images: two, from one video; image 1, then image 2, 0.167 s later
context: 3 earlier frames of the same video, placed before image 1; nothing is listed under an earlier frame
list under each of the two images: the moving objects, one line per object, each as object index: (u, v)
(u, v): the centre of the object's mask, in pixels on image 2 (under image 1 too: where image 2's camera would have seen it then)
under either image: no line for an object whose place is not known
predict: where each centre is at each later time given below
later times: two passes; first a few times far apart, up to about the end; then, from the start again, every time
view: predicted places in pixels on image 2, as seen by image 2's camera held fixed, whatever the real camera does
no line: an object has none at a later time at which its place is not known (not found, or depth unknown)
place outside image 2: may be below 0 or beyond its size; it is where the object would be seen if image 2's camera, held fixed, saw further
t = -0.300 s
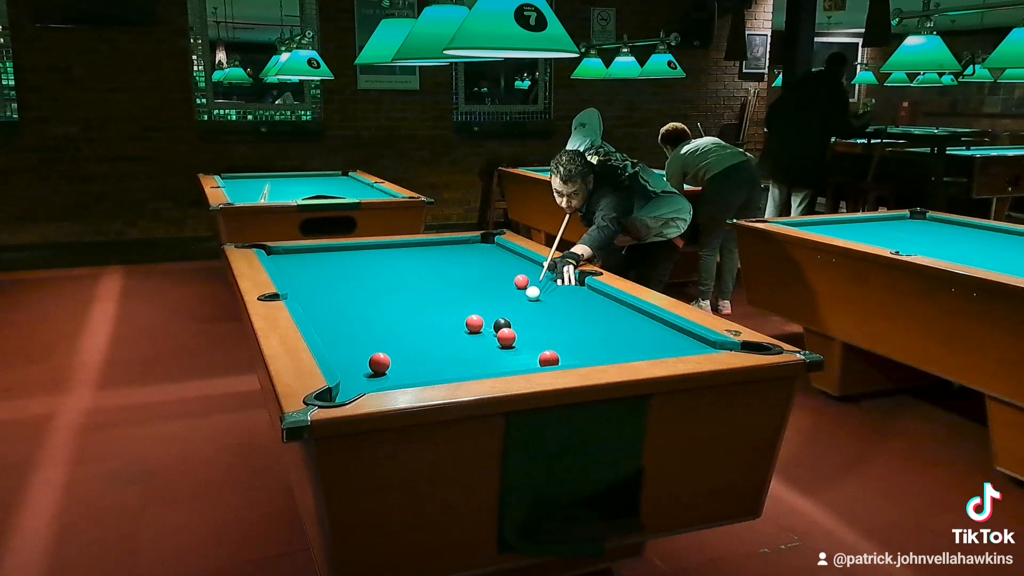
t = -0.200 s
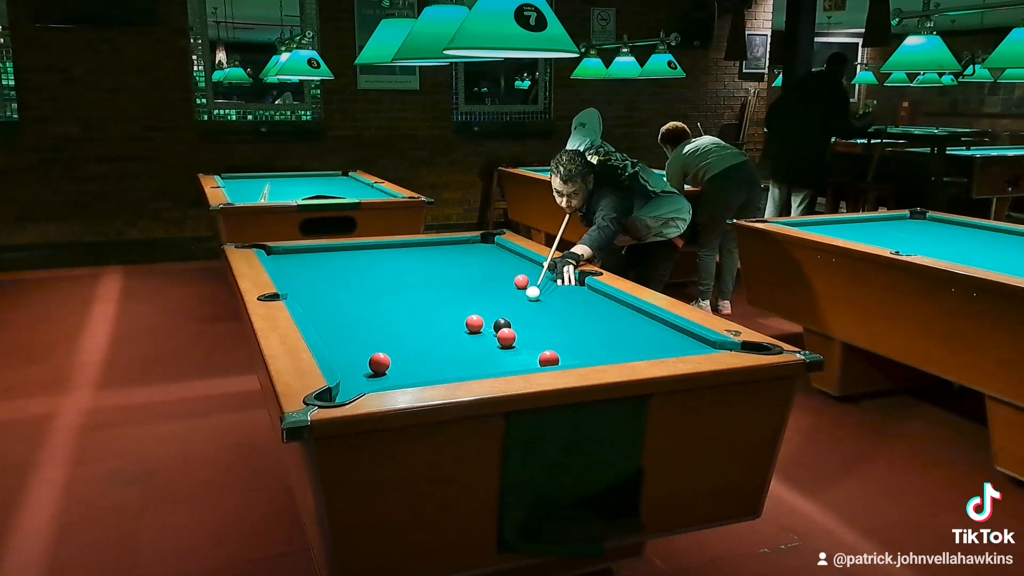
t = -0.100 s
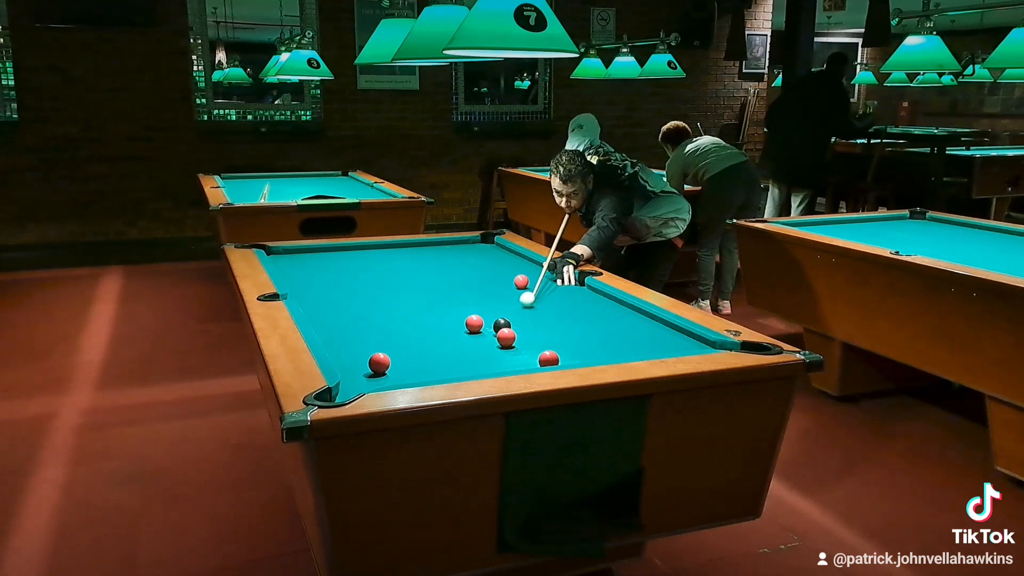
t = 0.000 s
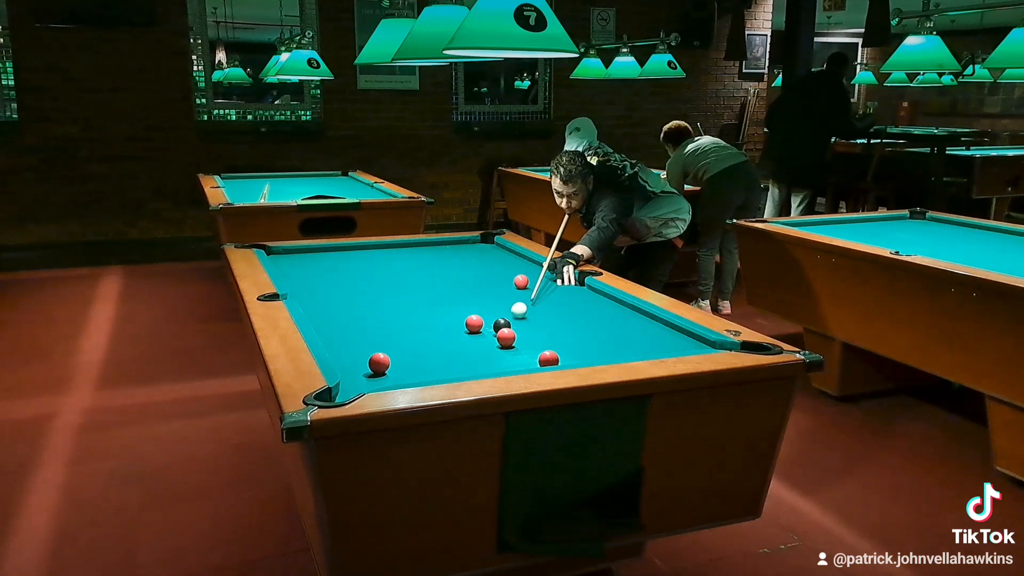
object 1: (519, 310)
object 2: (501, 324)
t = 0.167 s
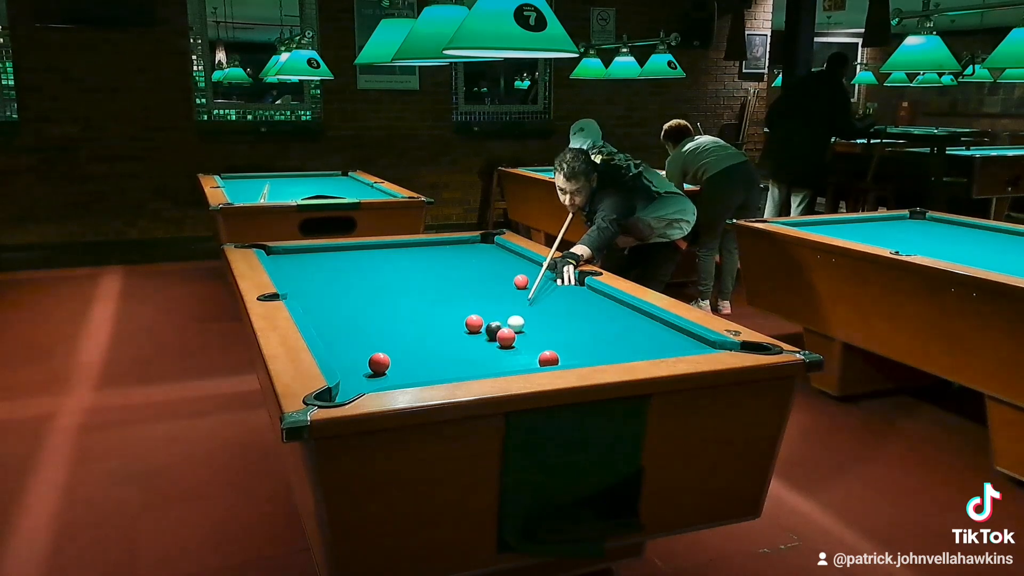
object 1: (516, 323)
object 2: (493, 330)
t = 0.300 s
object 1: (527, 327)
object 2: (475, 340)
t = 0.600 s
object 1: (553, 337)
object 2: (433, 361)
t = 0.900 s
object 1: (579, 347)
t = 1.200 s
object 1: (605, 354)
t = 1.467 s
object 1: (615, 354)
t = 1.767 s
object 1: (614, 350)
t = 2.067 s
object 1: (614, 344)
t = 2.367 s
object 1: (613, 339)
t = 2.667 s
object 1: (613, 336)
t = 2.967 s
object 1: (614, 333)
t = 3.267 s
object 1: (614, 332)
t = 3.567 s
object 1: (614, 331)
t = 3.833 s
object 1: (614, 331)
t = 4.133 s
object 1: (614, 331)
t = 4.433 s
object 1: (614, 331)
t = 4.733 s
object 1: (614, 331)
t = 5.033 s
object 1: (614, 331)
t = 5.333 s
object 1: (614, 331)
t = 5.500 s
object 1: (614, 331)
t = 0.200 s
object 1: (519, 324)
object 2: (488, 333)
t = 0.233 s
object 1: (522, 325)
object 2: (484, 336)
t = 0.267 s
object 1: (525, 326)
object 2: (480, 338)
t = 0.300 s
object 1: (527, 327)
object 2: (475, 340)
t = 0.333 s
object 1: (530, 328)
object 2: (471, 342)
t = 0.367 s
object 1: (533, 329)
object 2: (466, 345)
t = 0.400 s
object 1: (536, 330)
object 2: (462, 346)
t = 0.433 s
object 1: (539, 331)
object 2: (457, 348)
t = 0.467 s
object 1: (542, 333)
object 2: (452, 351)
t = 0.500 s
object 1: (544, 334)
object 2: (448, 353)
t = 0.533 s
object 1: (547, 335)
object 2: (443, 356)
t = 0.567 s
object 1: (550, 336)
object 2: (438, 358)
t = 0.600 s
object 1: (553, 337)
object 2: (433, 361)
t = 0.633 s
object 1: (556, 338)
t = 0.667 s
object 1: (559, 339)
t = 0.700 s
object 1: (562, 340)
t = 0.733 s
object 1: (565, 341)
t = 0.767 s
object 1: (568, 342)
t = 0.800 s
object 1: (571, 344)
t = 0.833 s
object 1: (574, 345)
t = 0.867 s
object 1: (577, 346)
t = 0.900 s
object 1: (579, 347)
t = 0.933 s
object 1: (582, 348)
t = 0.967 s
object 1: (585, 349)
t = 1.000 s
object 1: (588, 350)
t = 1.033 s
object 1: (591, 351)
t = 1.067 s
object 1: (594, 352)
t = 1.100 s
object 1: (597, 353)
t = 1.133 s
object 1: (600, 353)
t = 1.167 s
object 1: (603, 353)
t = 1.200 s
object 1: (605, 354)
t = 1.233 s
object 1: (608, 354)
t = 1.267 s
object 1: (611, 355)
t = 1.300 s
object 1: (614, 356)
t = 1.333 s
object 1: (615, 356)
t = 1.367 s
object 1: (615, 355)
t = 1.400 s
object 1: (615, 355)
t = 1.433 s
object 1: (615, 354)
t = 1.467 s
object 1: (615, 354)
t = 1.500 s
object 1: (615, 353)
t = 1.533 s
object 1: (615, 353)
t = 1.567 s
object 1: (615, 352)
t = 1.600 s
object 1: (615, 352)
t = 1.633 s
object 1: (615, 352)
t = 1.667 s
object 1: (615, 351)
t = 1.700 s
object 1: (615, 351)
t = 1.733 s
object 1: (614, 350)
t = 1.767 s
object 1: (614, 350)
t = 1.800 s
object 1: (614, 349)
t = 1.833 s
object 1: (614, 348)
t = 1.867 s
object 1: (614, 348)
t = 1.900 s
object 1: (614, 347)
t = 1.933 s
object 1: (614, 346)
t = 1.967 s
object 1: (614, 346)
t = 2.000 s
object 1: (614, 345)
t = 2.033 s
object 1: (614, 345)
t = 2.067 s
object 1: (614, 344)
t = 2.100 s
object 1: (613, 343)
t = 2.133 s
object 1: (613, 343)
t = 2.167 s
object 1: (613, 342)
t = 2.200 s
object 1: (613, 342)
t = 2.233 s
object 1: (613, 341)
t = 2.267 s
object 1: (613, 341)
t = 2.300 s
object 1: (613, 340)
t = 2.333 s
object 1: (613, 340)
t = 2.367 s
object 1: (613, 339)
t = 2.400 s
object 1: (613, 339)
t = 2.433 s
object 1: (613, 338)
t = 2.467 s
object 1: (613, 338)
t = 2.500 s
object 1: (613, 337)
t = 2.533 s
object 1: (613, 337)
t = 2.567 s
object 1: (613, 337)
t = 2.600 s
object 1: (613, 336)
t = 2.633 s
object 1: (613, 336)
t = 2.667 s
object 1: (613, 336)
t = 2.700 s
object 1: (613, 335)
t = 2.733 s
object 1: (613, 335)
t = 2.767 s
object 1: (613, 335)
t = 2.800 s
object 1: (614, 334)
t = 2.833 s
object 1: (614, 334)
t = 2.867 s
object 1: (614, 334)
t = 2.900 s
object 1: (614, 334)
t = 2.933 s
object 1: (614, 333)
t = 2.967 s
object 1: (614, 333)
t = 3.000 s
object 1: (614, 333)
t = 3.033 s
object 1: (614, 333)
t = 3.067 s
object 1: (614, 333)
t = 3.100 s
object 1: (614, 332)
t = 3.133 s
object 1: (614, 332)
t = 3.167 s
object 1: (614, 332)
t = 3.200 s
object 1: (614, 332)
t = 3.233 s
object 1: (614, 332)
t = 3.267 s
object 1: (614, 332)
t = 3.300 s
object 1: (614, 332)
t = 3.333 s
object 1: (614, 331)
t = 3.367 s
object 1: (614, 331)
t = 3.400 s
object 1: (614, 331)
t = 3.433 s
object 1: (614, 331)
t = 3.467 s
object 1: (614, 331)
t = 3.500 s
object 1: (614, 331)
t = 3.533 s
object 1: (614, 331)
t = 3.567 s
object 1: (614, 331)
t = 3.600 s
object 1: (614, 331)
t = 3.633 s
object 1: (614, 331)
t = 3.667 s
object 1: (614, 331)
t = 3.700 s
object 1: (614, 331)
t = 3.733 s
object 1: (614, 331)
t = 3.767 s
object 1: (614, 331)
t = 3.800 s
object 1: (614, 331)
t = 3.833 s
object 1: (614, 331)
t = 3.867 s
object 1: (614, 331)
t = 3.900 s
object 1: (614, 331)
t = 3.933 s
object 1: (614, 331)
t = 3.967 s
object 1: (614, 331)
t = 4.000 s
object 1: (614, 331)
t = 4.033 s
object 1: (614, 331)
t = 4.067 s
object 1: (614, 331)
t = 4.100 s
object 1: (614, 331)
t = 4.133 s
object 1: (614, 331)
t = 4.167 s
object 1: (614, 331)
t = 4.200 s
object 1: (614, 331)
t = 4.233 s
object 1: (614, 331)
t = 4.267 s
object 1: (614, 331)
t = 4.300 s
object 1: (614, 331)
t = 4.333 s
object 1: (614, 331)
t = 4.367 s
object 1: (614, 331)
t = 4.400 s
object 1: (614, 331)
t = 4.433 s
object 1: (614, 331)
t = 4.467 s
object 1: (614, 331)
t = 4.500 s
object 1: (614, 331)
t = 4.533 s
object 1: (614, 331)
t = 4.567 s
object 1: (614, 331)
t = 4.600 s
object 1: (614, 331)
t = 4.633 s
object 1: (614, 331)
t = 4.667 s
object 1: (614, 331)
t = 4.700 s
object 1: (614, 331)
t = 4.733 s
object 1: (614, 331)
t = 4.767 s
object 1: (614, 331)
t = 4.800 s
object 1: (614, 331)
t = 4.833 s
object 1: (614, 331)
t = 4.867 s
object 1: (614, 331)
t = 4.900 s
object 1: (614, 331)
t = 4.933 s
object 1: (614, 331)
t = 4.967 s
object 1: (614, 331)
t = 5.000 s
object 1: (614, 331)
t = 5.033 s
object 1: (614, 331)
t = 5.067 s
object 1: (614, 331)
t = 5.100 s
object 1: (614, 331)
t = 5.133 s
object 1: (614, 331)
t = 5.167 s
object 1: (614, 331)
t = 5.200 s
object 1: (614, 331)
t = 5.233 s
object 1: (614, 331)
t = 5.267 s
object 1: (614, 331)
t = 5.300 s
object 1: (614, 331)
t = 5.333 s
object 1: (614, 331)
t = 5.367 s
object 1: (614, 331)
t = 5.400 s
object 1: (614, 331)
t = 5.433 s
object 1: (614, 331)
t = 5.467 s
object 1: (614, 331)
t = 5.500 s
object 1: (614, 331)
